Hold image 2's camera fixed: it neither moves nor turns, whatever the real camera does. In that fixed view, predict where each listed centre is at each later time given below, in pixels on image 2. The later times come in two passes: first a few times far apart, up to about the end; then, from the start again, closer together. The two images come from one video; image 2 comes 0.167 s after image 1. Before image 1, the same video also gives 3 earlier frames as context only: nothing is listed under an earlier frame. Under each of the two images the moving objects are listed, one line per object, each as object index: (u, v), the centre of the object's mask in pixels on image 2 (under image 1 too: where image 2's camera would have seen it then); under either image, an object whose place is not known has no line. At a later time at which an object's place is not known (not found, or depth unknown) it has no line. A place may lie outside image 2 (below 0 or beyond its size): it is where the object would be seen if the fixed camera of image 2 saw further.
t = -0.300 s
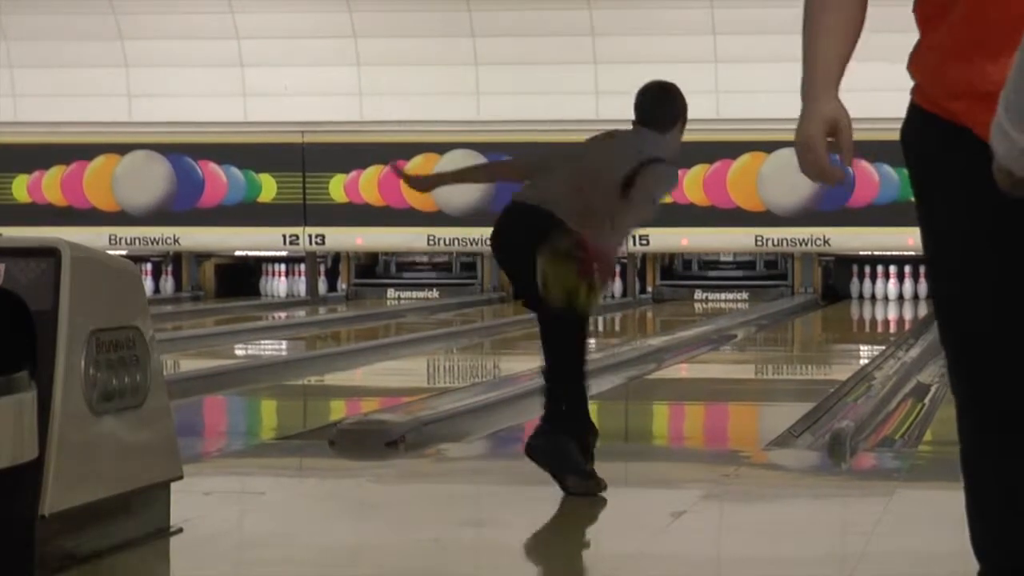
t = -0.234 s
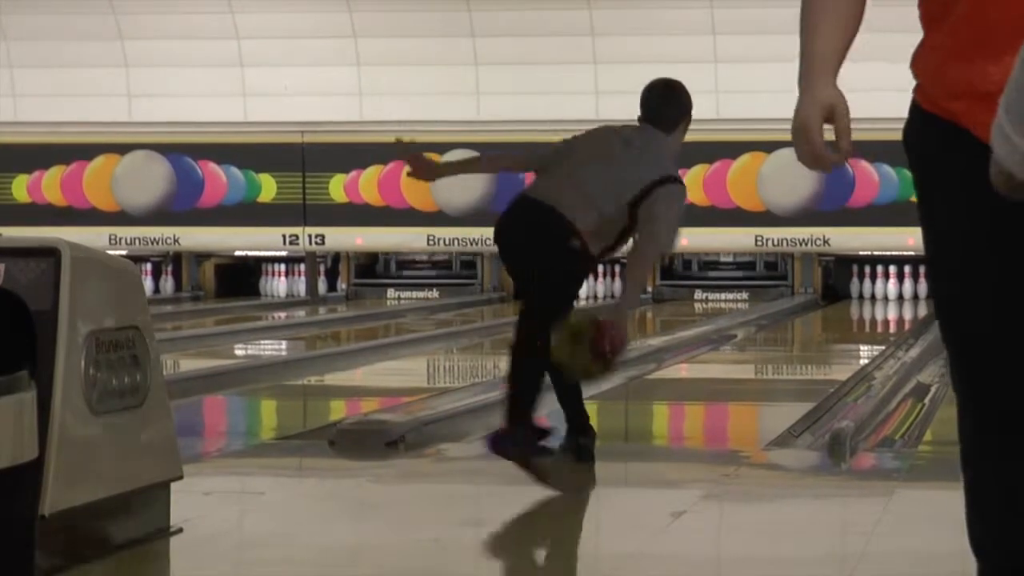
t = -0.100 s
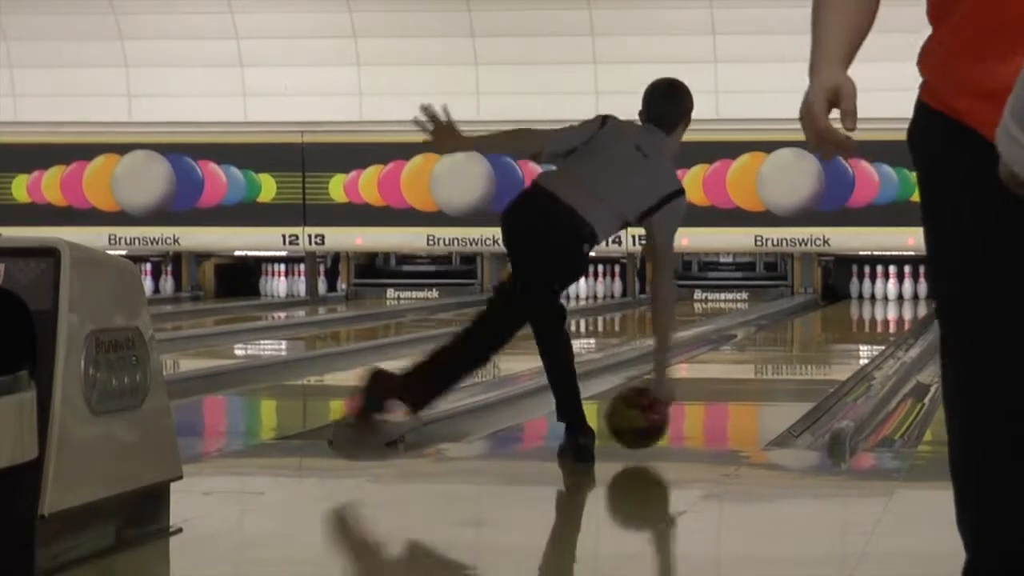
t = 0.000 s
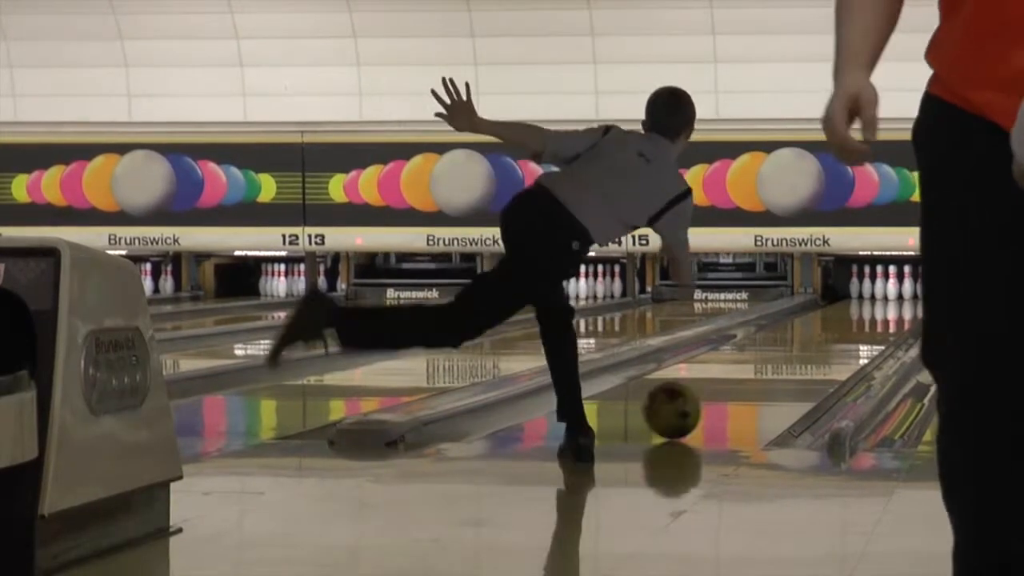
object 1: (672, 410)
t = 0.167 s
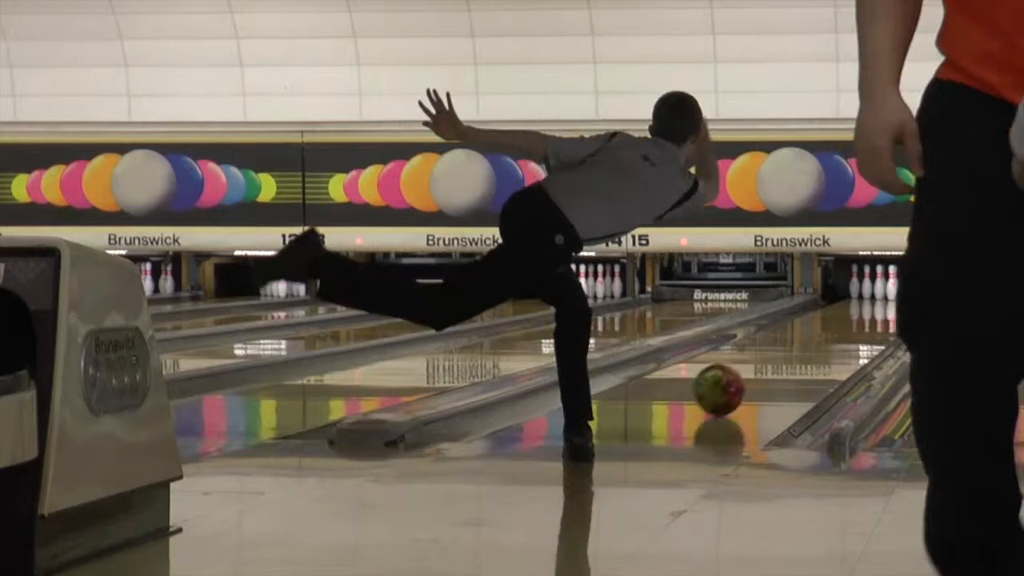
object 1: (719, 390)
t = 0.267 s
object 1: (742, 379)
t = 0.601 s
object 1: (799, 354)
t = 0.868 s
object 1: (833, 338)
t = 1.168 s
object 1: (860, 326)
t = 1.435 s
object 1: (874, 316)
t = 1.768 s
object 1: (891, 307)
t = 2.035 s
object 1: (897, 301)
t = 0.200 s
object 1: (726, 386)
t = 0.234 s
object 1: (734, 382)
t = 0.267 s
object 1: (742, 379)
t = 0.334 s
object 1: (755, 373)
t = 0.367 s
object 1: (762, 370)
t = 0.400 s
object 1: (767, 368)
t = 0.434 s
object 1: (773, 365)
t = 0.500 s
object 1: (785, 360)
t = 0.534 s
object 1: (789, 357)
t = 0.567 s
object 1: (794, 356)
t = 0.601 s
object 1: (799, 354)
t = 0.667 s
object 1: (809, 348)
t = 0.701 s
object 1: (813, 347)
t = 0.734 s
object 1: (818, 345)
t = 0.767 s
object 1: (822, 343)
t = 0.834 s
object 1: (829, 340)
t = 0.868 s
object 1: (833, 338)
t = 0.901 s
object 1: (836, 336)
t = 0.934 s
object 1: (839, 334)
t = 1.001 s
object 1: (844, 333)
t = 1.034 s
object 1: (848, 332)
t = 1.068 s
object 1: (851, 329)
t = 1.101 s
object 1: (852, 327)
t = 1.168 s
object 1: (860, 326)
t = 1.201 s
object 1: (862, 323)
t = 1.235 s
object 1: (863, 321)
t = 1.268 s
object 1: (866, 321)
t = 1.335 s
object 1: (870, 319)
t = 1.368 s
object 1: (870, 319)
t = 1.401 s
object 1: (873, 317)
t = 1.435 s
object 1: (874, 316)
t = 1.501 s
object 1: (879, 314)
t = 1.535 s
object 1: (881, 312)
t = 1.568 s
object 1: (882, 313)
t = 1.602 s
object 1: (885, 312)
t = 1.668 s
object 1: (886, 310)
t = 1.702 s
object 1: (887, 310)
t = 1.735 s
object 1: (888, 309)
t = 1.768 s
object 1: (891, 307)
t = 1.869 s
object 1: (893, 305)
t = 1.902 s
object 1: (894, 304)
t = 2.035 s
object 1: (897, 301)
